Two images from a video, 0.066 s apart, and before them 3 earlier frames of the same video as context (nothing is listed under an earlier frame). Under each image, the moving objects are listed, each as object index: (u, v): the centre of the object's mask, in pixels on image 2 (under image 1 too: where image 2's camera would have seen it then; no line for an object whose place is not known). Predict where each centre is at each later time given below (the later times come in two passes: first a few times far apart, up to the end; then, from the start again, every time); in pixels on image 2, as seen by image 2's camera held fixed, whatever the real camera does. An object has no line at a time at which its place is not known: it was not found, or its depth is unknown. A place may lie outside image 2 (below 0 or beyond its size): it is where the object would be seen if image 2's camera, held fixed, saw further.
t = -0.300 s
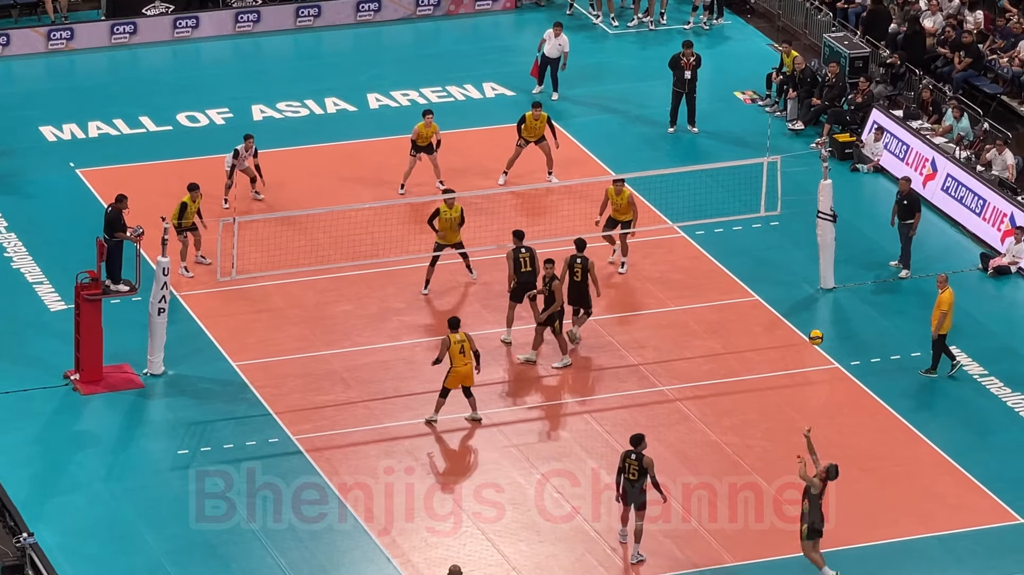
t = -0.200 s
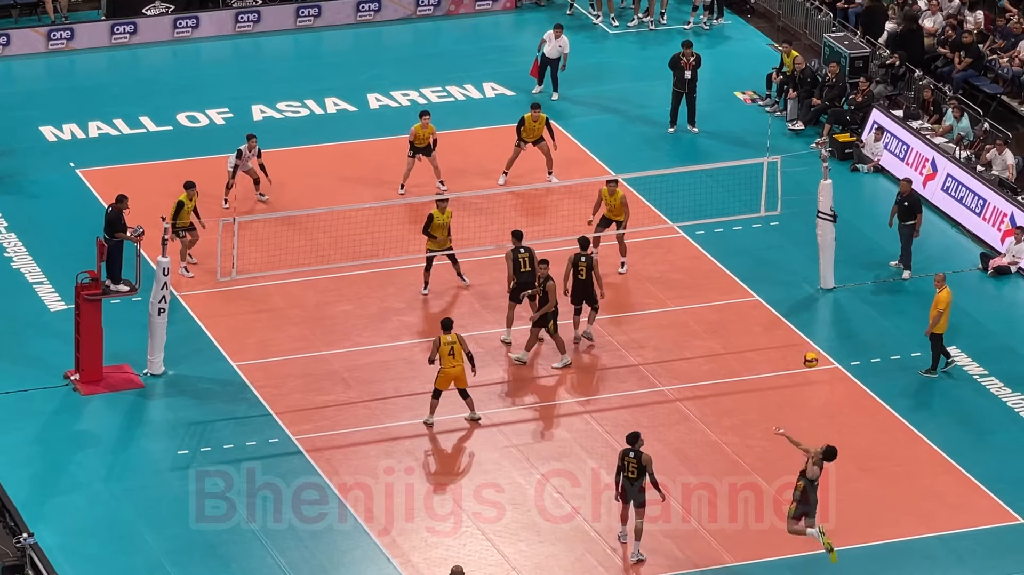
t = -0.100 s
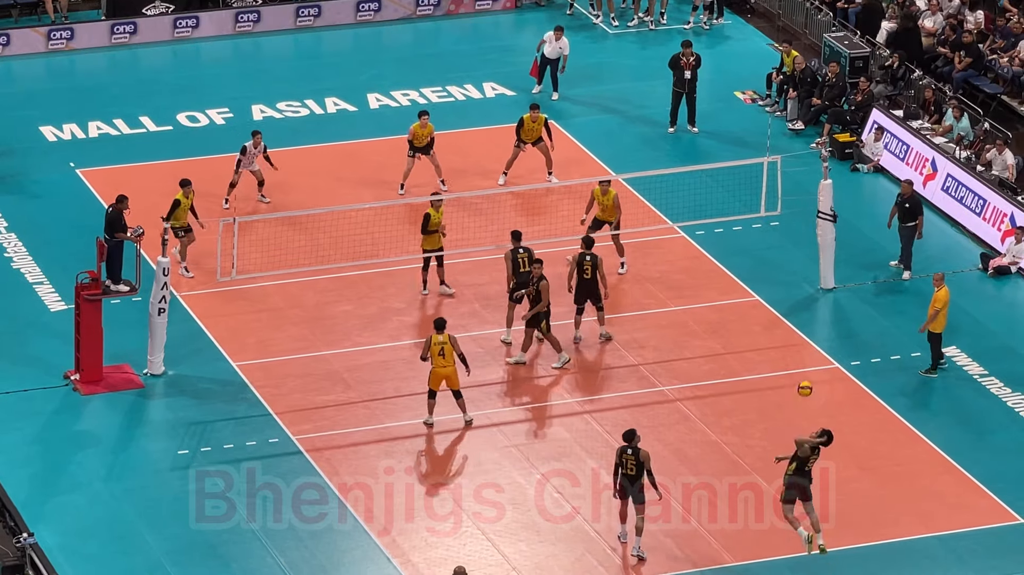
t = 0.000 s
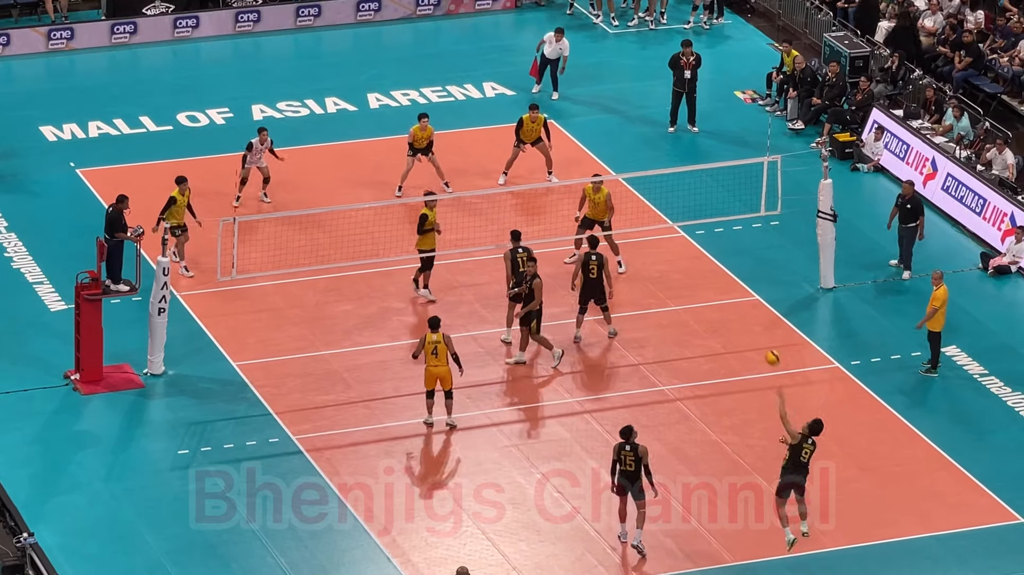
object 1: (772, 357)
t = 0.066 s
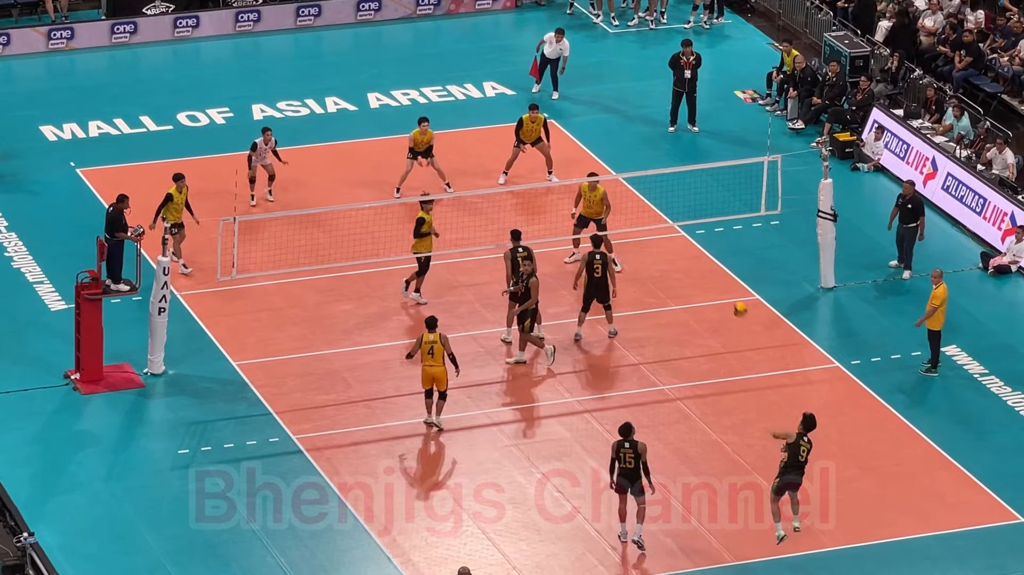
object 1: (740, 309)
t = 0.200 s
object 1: (681, 237)
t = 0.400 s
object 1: (608, 171)
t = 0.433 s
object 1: (597, 165)
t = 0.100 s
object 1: (725, 289)
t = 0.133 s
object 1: (709, 270)
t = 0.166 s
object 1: (694, 253)
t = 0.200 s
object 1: (681, 237)
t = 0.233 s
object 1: (668, 222)
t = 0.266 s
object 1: (655, 209)
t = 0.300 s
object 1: (643, 198)
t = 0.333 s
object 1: (630, 188)
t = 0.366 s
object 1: (620, 179)
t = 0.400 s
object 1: (608, 171)
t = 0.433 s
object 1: (597, 165)
